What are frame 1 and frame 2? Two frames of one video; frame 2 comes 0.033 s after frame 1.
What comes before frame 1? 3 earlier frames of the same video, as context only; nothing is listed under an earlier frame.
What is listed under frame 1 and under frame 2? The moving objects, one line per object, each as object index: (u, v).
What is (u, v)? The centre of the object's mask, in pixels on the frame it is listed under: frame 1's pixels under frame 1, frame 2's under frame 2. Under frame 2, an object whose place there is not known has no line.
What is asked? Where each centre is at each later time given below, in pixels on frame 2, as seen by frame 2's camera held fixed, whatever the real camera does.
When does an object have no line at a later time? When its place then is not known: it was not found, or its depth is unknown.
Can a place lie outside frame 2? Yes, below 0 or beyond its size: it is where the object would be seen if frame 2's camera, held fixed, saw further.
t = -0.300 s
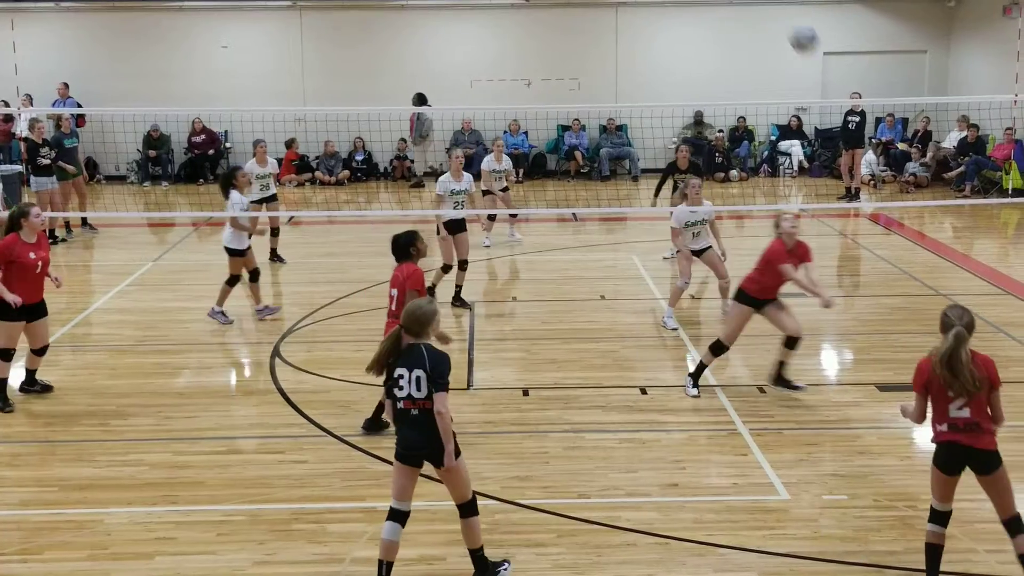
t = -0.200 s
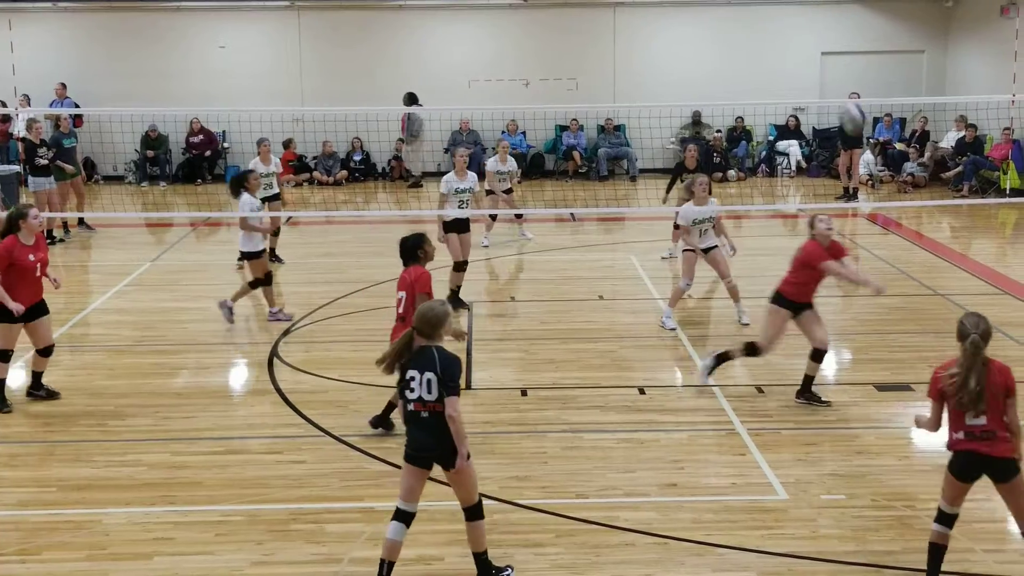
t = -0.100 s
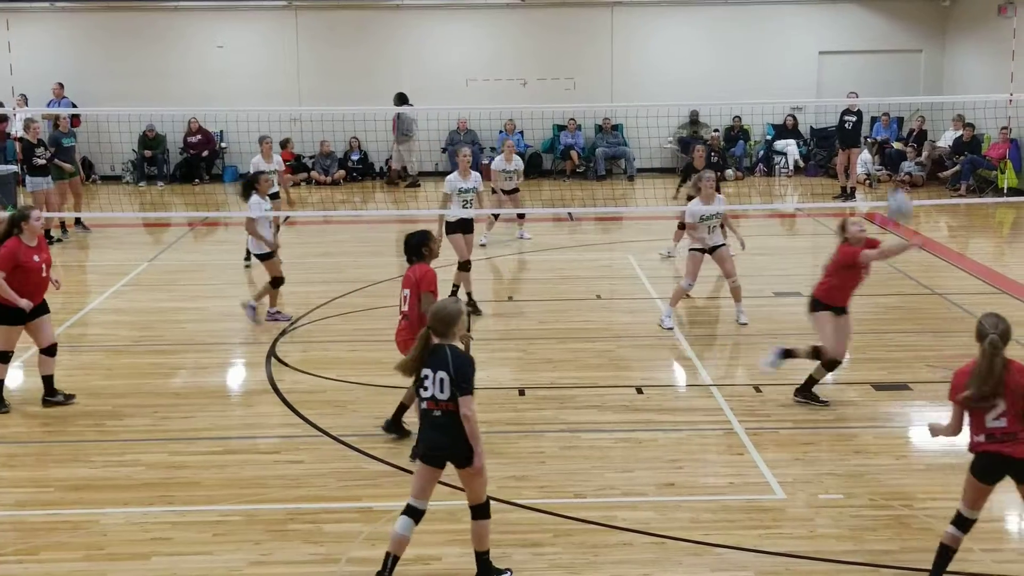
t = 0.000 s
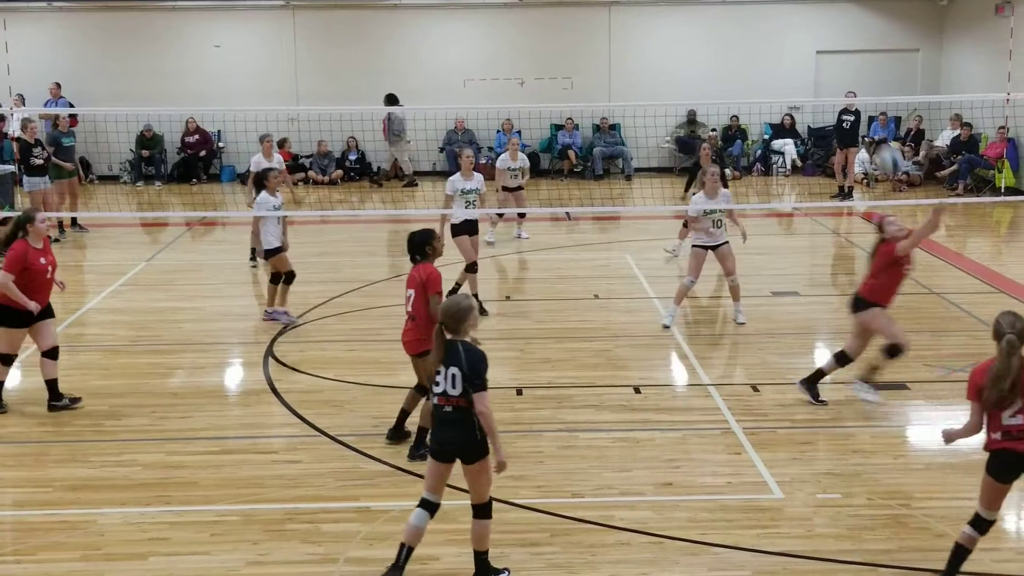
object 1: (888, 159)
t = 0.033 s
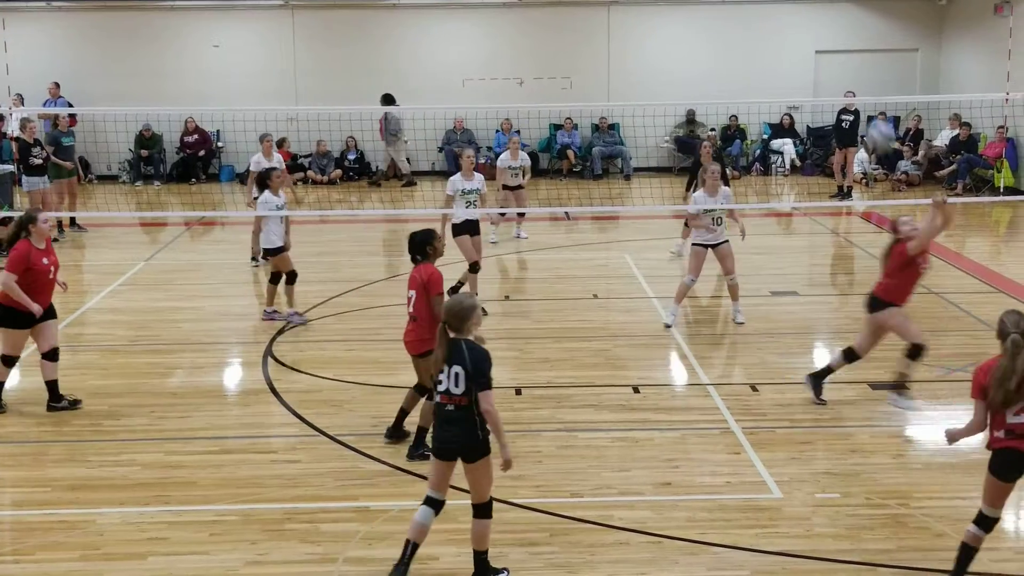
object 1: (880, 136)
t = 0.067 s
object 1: (873, 114)
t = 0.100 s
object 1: (865, 92)
